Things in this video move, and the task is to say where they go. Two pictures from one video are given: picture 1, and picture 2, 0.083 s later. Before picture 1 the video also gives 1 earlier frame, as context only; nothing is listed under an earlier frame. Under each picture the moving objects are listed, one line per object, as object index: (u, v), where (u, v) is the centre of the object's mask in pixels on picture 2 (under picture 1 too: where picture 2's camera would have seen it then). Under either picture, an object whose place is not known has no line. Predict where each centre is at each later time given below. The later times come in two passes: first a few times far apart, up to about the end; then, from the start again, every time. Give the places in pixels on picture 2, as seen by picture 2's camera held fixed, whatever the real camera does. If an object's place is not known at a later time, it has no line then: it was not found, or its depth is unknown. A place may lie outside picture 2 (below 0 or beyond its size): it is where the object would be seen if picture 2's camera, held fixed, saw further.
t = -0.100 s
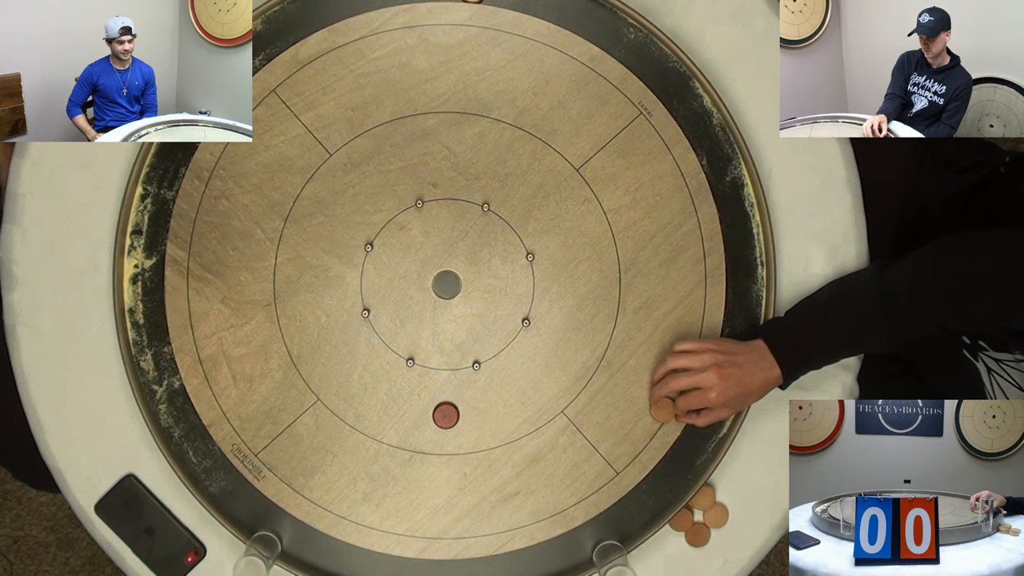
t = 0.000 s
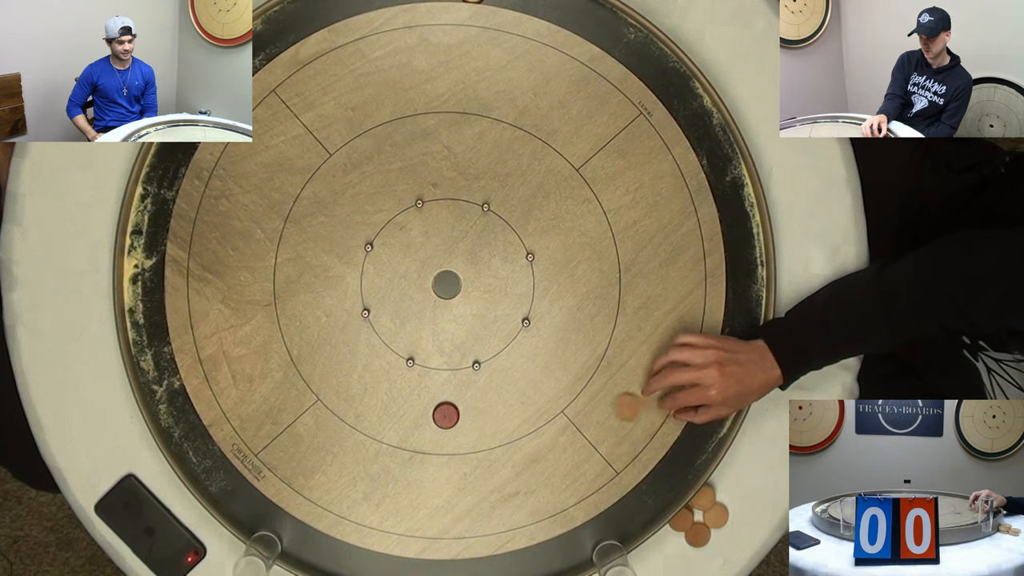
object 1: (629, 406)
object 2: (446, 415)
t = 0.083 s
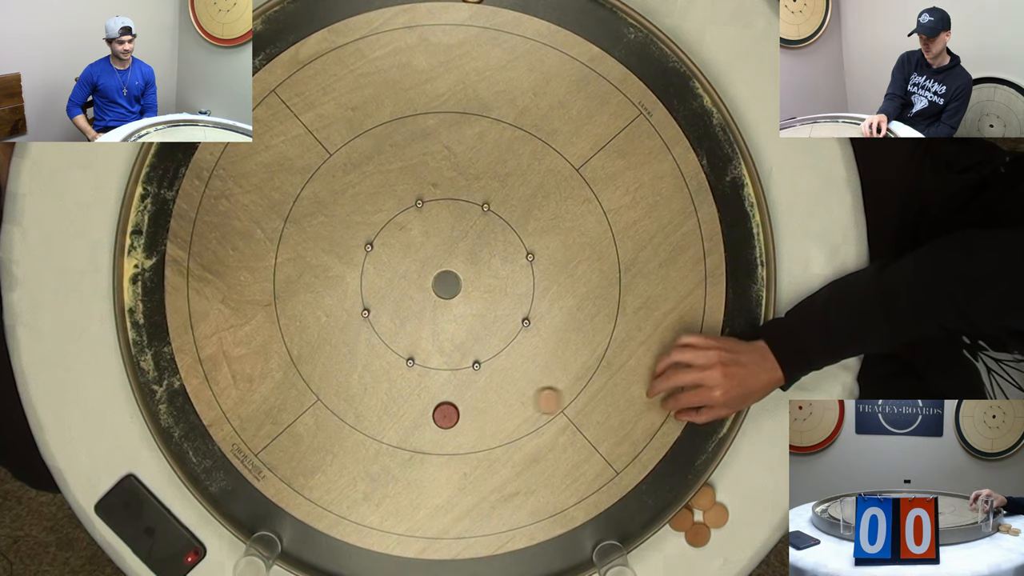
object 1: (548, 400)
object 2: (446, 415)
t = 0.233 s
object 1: (434, 377)
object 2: (427, 432)
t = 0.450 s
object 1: (501, 404)
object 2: (373, 481)
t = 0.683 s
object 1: (561, 430)
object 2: (347, 500)
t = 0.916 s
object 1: (597, 440)
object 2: (347, 500)
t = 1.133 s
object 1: (609, 442)
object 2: (346, 500)
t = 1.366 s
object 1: (609, 441)
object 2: (346, 500)
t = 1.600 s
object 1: (608, 441)
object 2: (346, 500)
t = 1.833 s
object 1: (608, 441)
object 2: (346, 501)
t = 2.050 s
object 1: (608, 441)
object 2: (347, 500)
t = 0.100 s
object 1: (533, 399)
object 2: (446, 415)
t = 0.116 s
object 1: (518, 398)
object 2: (446, 415)
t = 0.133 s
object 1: (503, 396)
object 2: (446, 415)
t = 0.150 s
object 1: (489, 395)
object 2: (446, 415)
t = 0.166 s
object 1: (474, 395)
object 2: (446, 415)
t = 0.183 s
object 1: (461, 393)
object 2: (444, 416)
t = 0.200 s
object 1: (452, 387)
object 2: (438, 422)
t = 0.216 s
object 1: (443, 382)
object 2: (433, 427)
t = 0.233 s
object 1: (434, 377)
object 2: (427, 432)
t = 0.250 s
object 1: (426, 372)
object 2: (422, 438)
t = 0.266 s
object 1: (430, 374)
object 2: (417, 442)
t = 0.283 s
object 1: (438, 377)
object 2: (412, 447)
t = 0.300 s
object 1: (446, 380)
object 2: (407, 451)
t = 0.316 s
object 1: (453, 384)
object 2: (403, 455)
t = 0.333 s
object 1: (460, 387)
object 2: (398, 460)
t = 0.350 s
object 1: (466, 389)
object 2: (394, 463)
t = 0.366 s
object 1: (473, 392)
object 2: (390, 467)
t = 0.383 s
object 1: (479, 395)
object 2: (386, 470)
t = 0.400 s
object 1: (485, 398)
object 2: (383, 473)
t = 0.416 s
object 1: (490, 400)
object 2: (379, 476)
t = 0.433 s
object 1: (496, 402)
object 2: (376, 479)
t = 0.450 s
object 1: (501, 404)
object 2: (373, 481)
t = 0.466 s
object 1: (506, 407)
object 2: (370, 484)
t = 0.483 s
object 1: (511, 409)
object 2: (367, 486)
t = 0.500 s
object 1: (516, 411)
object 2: (365, 488)
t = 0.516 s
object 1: (521, 413)
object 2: (362, 490)
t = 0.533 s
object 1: (526, 415)
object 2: (360, 492)
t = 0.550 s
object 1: (530, 417)
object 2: (358, 493)
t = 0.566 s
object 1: (534, 419)
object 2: (355, 495)
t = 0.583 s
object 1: (538, 420)
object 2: (354, 496)
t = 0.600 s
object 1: (542, 422)
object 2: (352, 497)
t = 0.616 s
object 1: (546, 424)
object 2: (351, 498)
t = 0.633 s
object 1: (550, 425)
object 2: (349, 499)
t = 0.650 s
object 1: (554, 427)
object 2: (348, 499)
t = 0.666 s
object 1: (558, 428)
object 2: (348, 500)
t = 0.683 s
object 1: (561, 430)
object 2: (347, 500)
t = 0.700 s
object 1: (565, 431)
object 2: (347, 500)
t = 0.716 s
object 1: (568, 432)
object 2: (347, 500)
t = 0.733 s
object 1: (571, 433)
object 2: (347, 500)
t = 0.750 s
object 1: (574, 434)
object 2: (347, 500)
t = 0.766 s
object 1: (576, 435)
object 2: (347, 500)
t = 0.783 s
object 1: (579, 436)
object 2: (346, 500)
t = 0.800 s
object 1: (582, 437)
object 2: (346, 500)
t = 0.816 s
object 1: (584, 437)
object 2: (346, 500)
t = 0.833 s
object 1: (586, 438)
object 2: (346, 500)
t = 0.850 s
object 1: (589, 438)
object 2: (346, 500)
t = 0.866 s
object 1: (591, 439)
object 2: (346, 500)
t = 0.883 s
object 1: (593, 440)
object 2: (346, 500)
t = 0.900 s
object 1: (595, 440)
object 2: (347, 500)
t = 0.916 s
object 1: (597, 440)
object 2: (347, 500)
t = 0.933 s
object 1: (599, 441)
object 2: (347, 500)
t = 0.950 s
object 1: (601, 441)
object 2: (346, 500)
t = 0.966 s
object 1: (603, 441)
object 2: (346, 500)
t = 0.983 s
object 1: (604, 441)
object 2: (346, 500)
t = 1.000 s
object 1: (605, 441)
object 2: (346, 500)
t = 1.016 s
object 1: (606, 442)
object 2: (346, 500)
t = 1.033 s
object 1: (607, 442)
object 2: (346, 500)
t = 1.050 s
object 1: (608, 442)
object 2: (346, 500)
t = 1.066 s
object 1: (608, 442)
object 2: (346, 500)
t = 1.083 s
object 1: (608, 442)
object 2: (346, 500)
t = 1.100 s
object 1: (609, 442)
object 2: (346, 500)
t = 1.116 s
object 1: (609, 442)
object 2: (346, 500)
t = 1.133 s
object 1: (609, 442)
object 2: (346, 500)
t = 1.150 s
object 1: (609, 442)
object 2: (346, 500)
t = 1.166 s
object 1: (609, 442)
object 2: (346, 500)
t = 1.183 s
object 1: (609, 442)
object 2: (346, 500)
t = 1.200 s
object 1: (609, 442)
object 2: (346, 500)
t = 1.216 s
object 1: (609, 442)
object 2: (346, 500)
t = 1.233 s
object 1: (609, 442)
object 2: (346, 500)
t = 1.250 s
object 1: (609, 442)
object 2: (346, 500)
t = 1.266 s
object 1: (609, 441)
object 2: (346, 500)
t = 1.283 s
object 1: (609, 441)
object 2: (346, 500)
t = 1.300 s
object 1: (609, 441)
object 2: (346, 500)
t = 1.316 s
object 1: (609, 441)
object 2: (346, 500)
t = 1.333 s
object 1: (609, 441)
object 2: (346, 500)
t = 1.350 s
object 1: (609, 441)
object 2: (346, 500)
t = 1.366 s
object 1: (609, 441)
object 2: (346, 500)
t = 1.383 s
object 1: (609, 441)
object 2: (346, 500)
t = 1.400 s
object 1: (609, 441)
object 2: (346, 500)
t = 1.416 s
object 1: (609, 441)
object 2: (346, 500)
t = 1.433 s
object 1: (609, 441)
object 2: (346, 500)
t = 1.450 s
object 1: (609, 441)
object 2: (346, 500)
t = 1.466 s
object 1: (609, 441)
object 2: (346, 500)
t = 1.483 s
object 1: (609, 441)
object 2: (347, 500)
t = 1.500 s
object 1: (609, 441)
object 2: (346, 500)
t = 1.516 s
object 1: (609, 441)
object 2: (346, 500)
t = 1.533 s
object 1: (609, 441)
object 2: (346, 500)
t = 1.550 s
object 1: (609, 441)
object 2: (347, 500)
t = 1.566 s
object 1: (608, 441)
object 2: (346, 500)
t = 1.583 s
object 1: (609, 441)
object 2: (347, 500)
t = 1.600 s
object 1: (608, 441)
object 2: (346, 500)
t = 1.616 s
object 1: (609, 441)
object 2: (347, 500)
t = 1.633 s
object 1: (608, 441)
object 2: (346, 500)
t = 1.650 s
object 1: (608, 441)
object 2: (347, 500)
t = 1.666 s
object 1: (608, 441)
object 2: (346, 500)
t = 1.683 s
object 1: (608, 441)
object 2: (346, 501)
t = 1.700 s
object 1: (608, 441)
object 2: (346, 500)
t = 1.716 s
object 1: (608, 441)
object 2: (347, 500)
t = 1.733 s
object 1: (608, 441)
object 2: (346, 500)
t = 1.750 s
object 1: (608, 441)
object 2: (347, 500)
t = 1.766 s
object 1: (608, 441)
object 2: (346, 500)
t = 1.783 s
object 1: (608, 441)
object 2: (346, 500)
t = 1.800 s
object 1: (608, 441)
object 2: (347, 500)
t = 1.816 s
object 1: (608, 441)
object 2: (346, 500)
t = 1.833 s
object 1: (608, 441)
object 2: (346, 501)
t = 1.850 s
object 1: (608, 441)
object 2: (346, 500)
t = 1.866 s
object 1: (608, 441)
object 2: (347, 500)
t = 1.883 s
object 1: (608, 441)
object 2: (347, 500)
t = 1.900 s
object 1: (608, 441)
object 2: (347, 500)
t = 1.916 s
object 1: (608, 441)
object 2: (346, 500)
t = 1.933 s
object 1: (608, 441)
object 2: (346, 500)
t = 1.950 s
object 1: (608, 441)
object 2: (346, 501)
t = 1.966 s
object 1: (608, 441)
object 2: (347, 500)
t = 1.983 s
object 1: (608, 441)
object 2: (346, 500)
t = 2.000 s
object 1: (608, 441)
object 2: (346, 500)
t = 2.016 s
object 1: (608, 441)
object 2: (346, 500)
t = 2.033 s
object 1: (608, 441)
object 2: (347, 500)
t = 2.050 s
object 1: (608, 441)
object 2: (347, 500)
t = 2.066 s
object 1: (608, 441)
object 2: (346, 500)
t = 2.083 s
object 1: (608, 441)
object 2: (346, 501)
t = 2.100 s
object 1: (608, 441)
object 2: (347, 500)
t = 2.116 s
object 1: (608, 441)
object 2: (347, 500)
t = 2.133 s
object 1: (608, 441)
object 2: (347, 500)
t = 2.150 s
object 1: (608, 441)
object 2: (346, 500)
